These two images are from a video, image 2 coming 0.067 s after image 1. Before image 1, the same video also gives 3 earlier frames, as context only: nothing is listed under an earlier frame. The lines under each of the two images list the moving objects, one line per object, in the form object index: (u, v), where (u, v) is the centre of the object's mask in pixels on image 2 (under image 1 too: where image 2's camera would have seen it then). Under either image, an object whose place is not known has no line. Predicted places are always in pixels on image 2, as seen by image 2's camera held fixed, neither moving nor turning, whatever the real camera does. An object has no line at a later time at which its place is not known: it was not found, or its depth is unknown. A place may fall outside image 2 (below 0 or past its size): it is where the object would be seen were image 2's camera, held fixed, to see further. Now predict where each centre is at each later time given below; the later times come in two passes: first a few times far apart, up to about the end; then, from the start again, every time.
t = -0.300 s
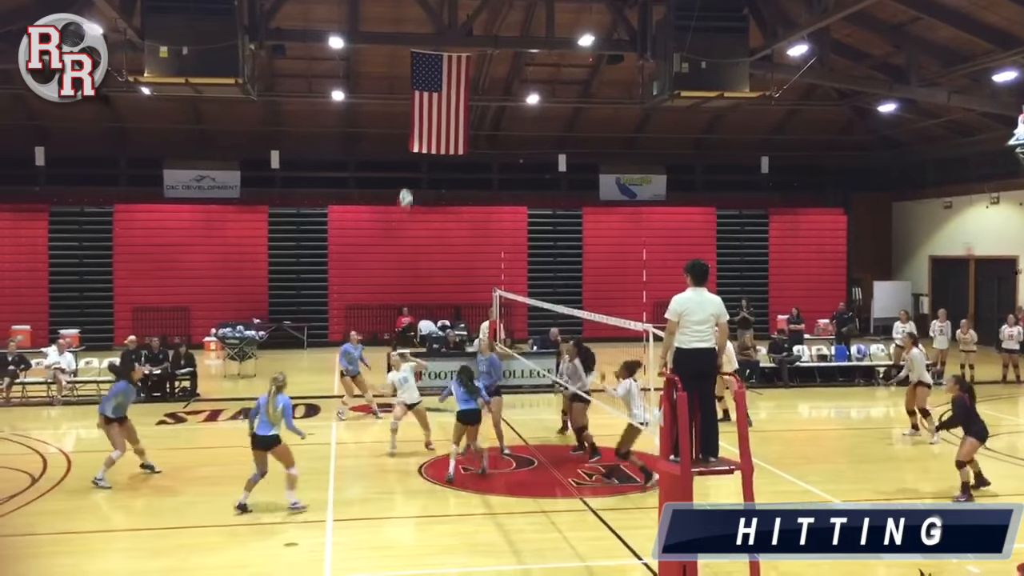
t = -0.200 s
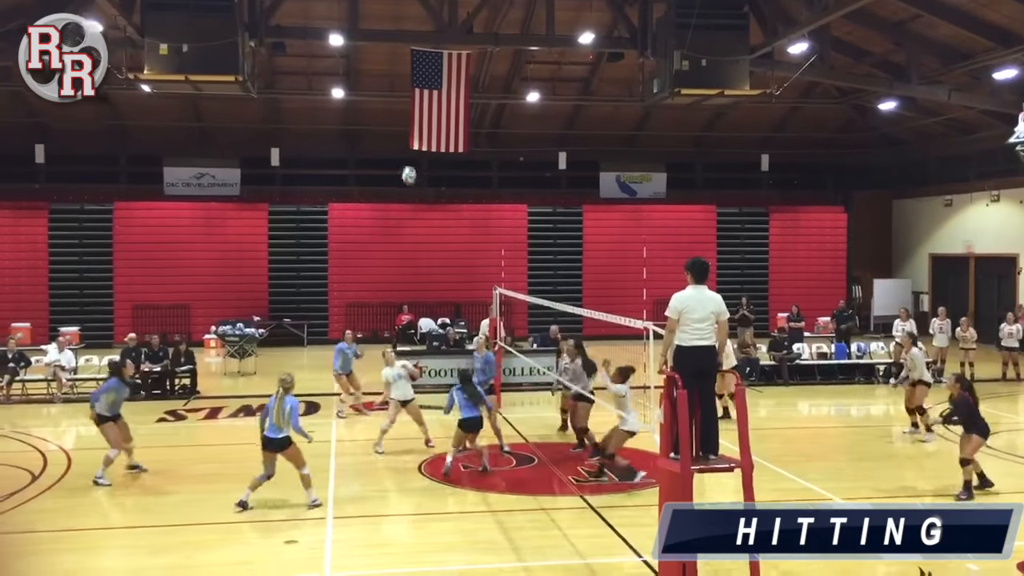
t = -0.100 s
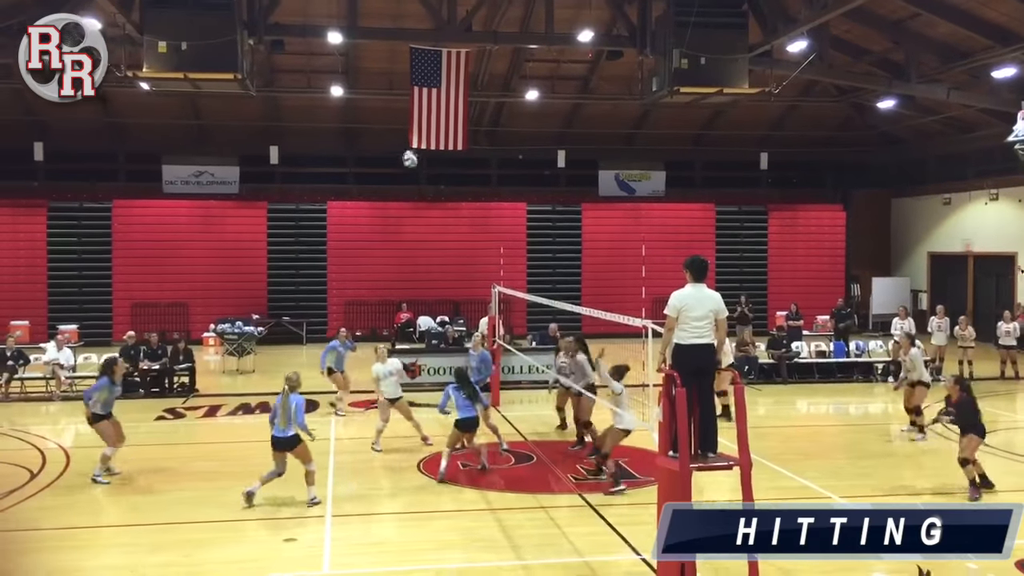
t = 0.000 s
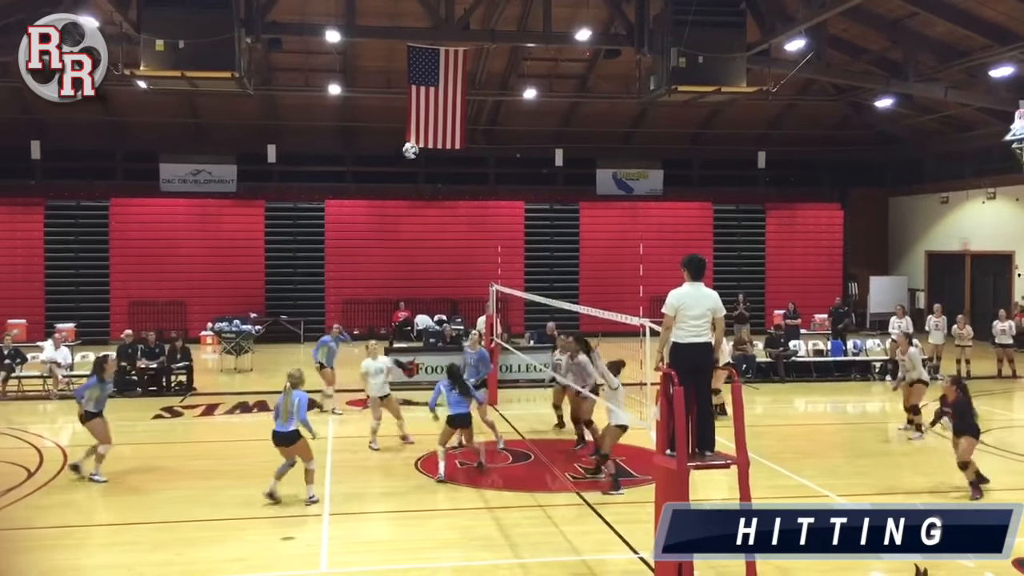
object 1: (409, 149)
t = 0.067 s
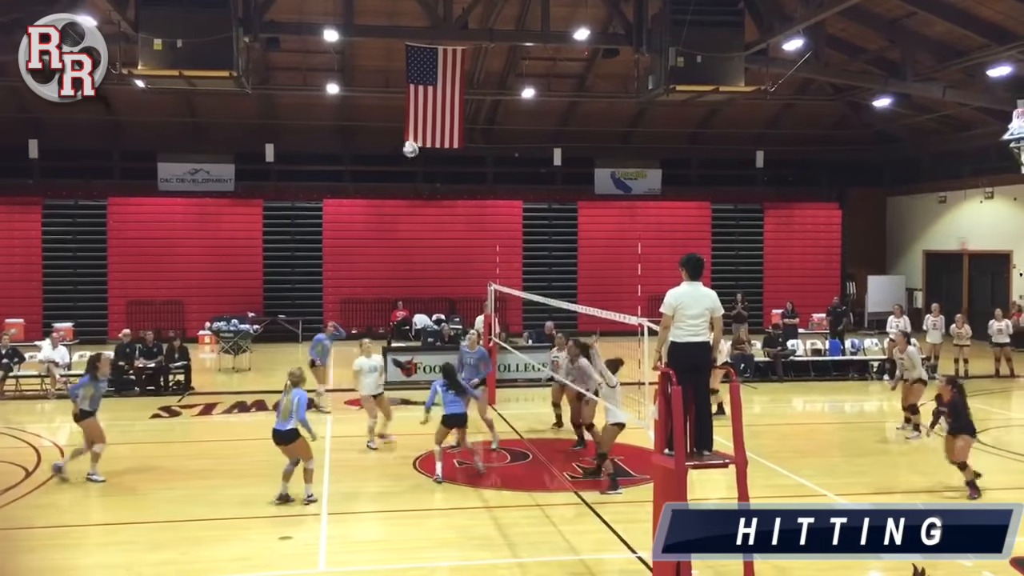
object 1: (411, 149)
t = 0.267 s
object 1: (416, 166)
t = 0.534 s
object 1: (423, 242)
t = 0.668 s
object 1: (427, 302)
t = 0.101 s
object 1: (411, 149)
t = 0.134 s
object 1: (412, 151)
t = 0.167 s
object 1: (413, 153)
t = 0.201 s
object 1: (414, 157)
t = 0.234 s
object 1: (415, 160)
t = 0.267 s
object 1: (416, 166)
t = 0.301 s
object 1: (417, 172)
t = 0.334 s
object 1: (418, 179)
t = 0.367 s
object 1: (418, 187)
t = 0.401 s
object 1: (420, 195)
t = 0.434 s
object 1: (421, 205)
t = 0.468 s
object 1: (421, 216)
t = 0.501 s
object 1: (423, 228)
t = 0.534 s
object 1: (423, 242)
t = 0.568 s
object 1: (424, 256)
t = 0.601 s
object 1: (426, 271)
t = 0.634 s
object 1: (426, 287)
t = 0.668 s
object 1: (427, 302)
